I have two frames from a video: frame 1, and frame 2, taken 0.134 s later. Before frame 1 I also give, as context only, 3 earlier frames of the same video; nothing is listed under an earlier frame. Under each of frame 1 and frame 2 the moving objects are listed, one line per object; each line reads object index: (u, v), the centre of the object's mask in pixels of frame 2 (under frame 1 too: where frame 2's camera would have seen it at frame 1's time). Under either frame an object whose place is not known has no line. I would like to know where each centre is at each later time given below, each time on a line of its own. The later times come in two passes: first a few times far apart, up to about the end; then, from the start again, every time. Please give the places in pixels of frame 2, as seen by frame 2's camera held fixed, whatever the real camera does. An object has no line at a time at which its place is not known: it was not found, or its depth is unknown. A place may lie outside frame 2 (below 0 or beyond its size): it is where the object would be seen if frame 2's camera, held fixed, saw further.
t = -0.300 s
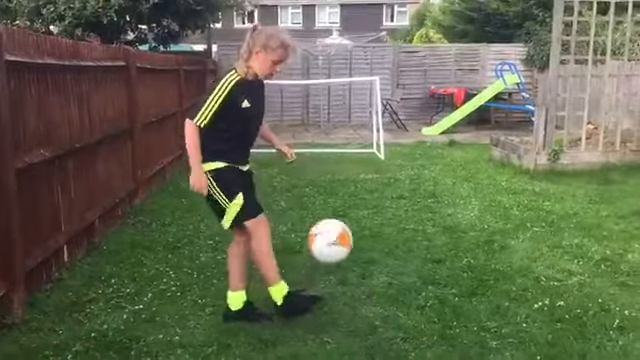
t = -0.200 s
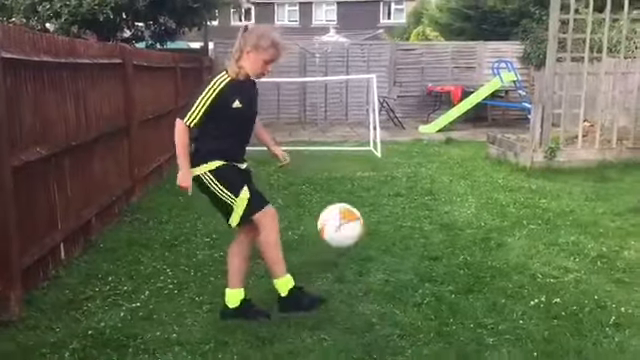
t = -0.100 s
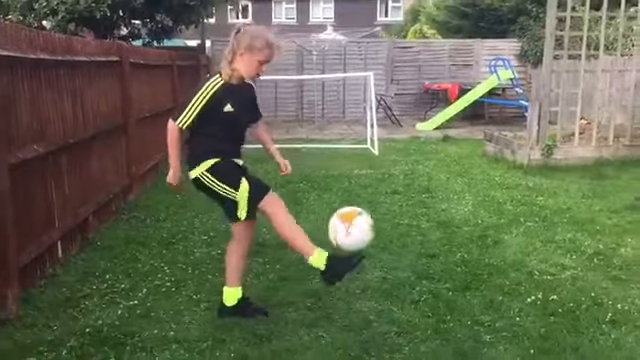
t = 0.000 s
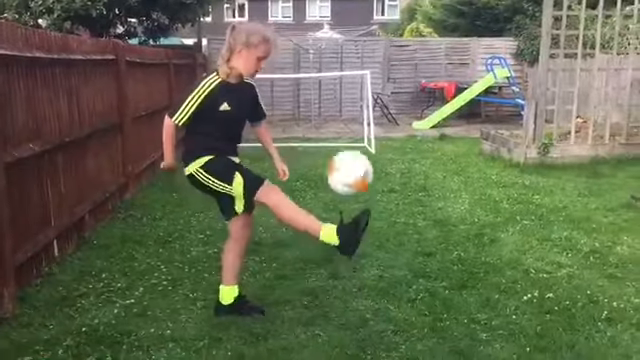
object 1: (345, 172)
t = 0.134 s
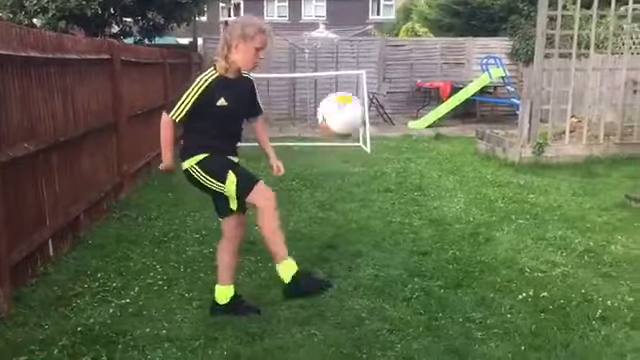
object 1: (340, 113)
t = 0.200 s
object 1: (338, 97)
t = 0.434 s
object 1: (332, 115)
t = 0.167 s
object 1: (338, 105)
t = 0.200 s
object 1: (338, 97)
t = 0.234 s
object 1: (337, 94)
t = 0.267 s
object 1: (336, 91)
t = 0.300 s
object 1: (335, 91)
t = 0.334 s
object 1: (334, 93)
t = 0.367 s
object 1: (334, 99)
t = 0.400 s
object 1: (332, 105)
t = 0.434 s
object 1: (332, 115)
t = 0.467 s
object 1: (331, 126)
